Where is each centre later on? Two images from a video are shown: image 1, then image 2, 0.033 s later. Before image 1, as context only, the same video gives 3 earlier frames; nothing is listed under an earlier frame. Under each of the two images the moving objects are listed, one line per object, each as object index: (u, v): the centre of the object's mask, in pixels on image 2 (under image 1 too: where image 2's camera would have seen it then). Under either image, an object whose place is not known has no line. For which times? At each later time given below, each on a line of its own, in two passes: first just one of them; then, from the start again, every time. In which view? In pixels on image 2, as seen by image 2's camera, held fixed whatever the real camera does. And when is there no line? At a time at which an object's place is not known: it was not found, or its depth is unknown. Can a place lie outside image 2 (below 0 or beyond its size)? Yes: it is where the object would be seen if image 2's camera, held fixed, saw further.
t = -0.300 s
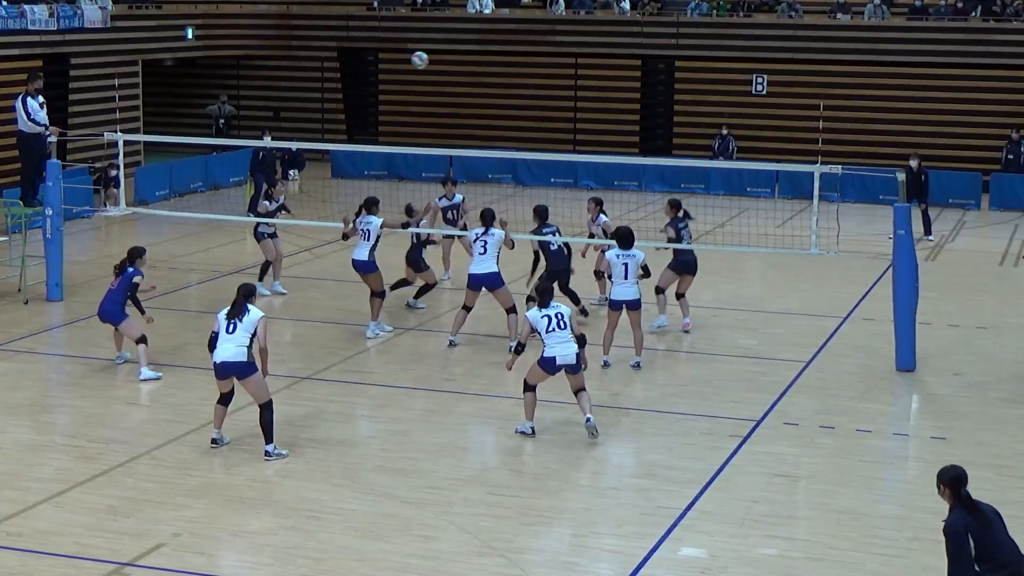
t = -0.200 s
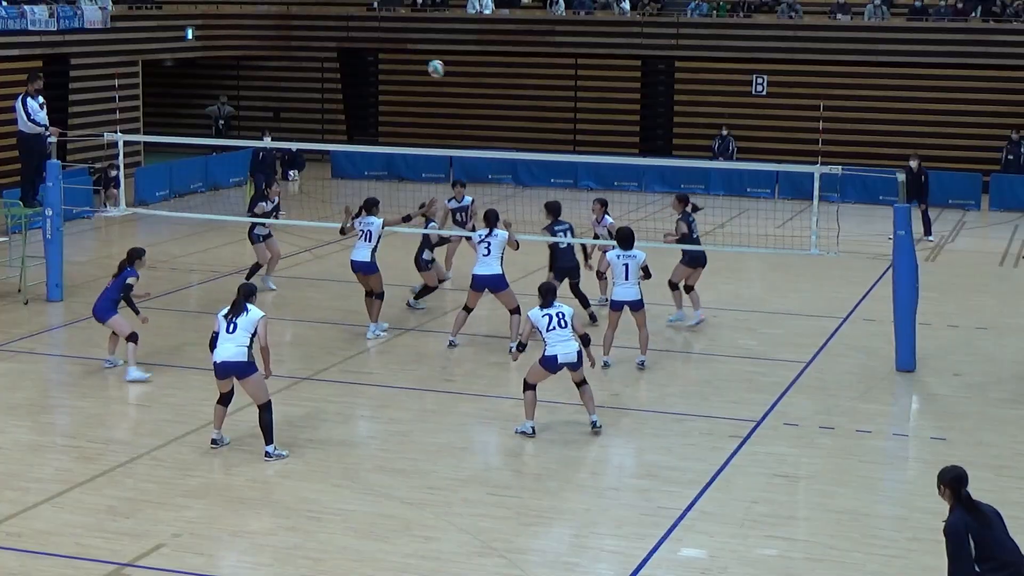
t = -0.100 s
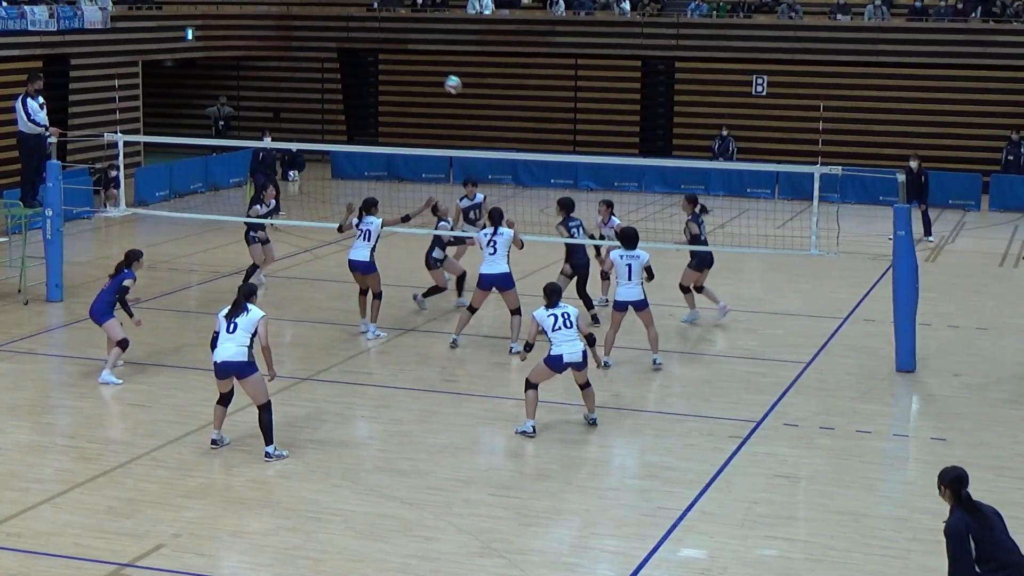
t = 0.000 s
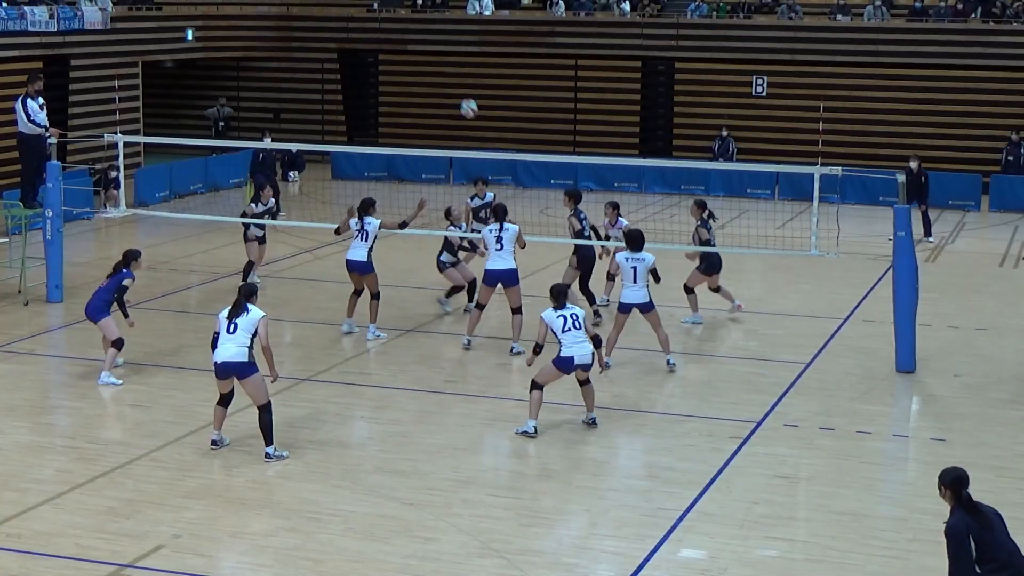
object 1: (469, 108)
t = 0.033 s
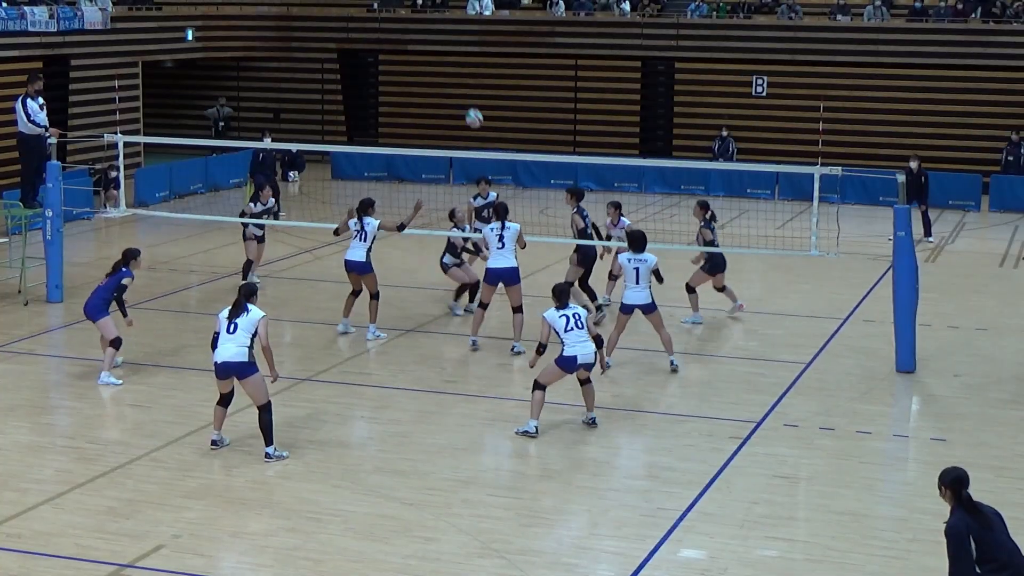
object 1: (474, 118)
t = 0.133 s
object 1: (489, 147)
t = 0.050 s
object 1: (477, 123)
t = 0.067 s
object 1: (480, 128)
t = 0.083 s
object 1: (482, 134)
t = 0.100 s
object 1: (484, 139)
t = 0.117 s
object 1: (487, 144)
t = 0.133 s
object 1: (489, 147)
